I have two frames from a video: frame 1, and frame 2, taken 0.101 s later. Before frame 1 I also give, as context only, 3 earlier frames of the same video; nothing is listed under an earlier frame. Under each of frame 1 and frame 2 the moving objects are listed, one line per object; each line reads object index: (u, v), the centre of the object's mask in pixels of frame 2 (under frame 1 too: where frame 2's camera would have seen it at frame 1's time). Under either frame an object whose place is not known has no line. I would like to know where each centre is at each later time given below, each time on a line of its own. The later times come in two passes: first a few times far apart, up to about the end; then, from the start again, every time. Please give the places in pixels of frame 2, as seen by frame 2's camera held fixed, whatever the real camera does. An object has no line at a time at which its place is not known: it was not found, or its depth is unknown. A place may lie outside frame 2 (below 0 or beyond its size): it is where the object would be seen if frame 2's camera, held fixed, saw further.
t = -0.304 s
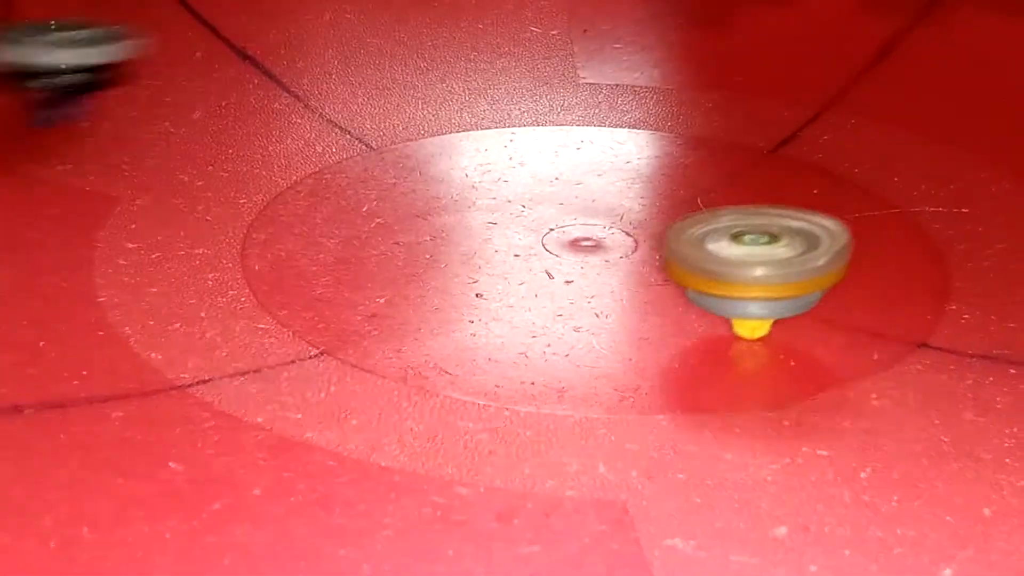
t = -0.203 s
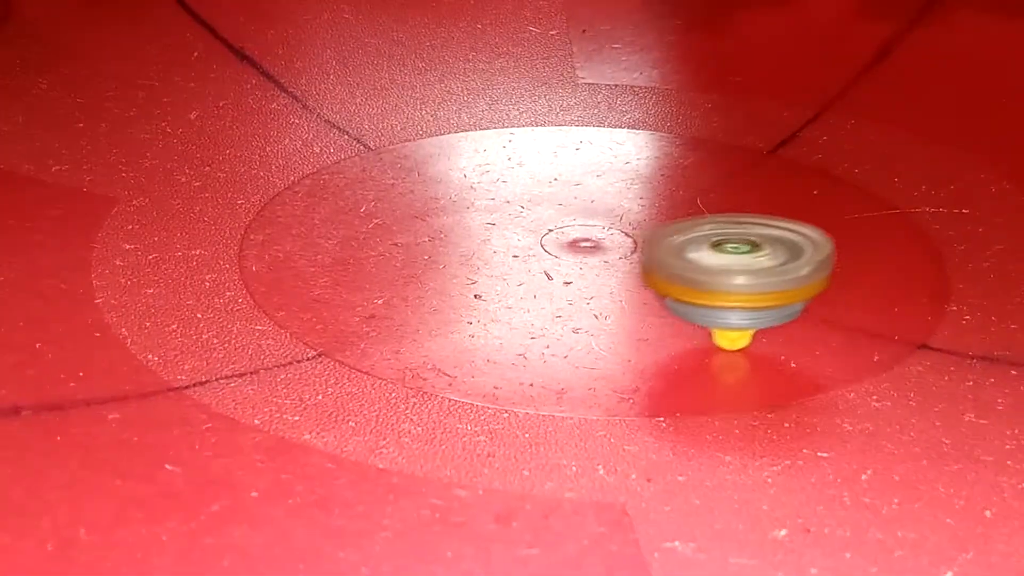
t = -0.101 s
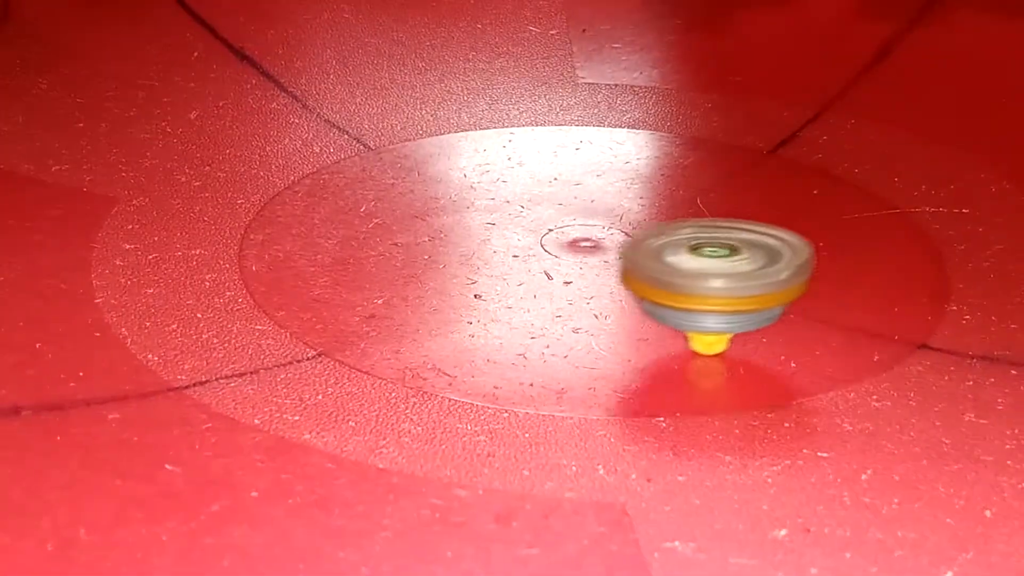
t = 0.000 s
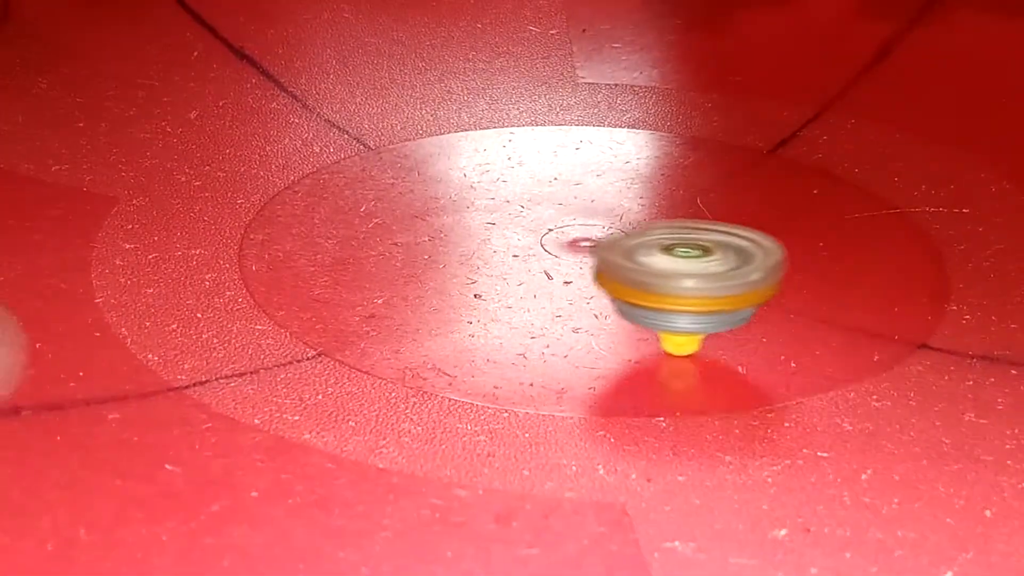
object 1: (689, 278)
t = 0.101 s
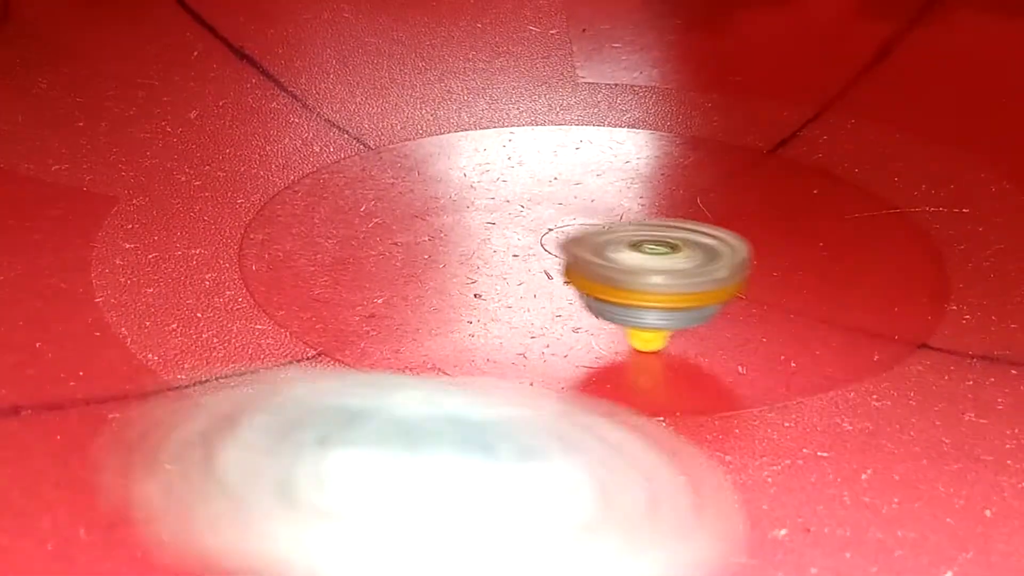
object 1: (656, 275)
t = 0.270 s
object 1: (593, 262)
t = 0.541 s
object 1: (510, 230)
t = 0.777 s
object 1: (474, 191)
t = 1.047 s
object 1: (468, 152)
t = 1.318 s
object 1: (500, 124)
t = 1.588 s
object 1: (549, 109)
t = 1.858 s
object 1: (606, 105)
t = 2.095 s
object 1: (656, 116)
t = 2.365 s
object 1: (702, 137)
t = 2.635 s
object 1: (725, 167)
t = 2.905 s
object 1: (706, 198)
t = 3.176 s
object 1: (640, 223)
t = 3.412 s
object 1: (555, 230)
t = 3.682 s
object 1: (466, 216)
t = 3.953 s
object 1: (416, 185)
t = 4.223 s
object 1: (403, 158)
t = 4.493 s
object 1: (436, 137)
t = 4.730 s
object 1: (484, 129)
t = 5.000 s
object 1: (557, 132)
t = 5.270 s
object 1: (628, 147)
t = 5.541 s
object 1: (681, 169)
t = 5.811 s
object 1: (696, 195)
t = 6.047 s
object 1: (673, 219)
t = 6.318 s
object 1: (608, 233)
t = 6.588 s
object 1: (530, 229)
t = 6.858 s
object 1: (496, 198)
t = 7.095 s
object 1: (491, 177)
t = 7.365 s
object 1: (526, 157)
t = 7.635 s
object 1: (582, 145)
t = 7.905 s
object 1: (601, 153)
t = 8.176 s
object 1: (620, 164)
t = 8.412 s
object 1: (643, 174)
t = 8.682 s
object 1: (687, 191)
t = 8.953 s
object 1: (707, 215)
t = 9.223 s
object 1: (687, 232)
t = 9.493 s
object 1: (638, 235)
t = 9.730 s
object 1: (594, 224)
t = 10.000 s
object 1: (580, 227)
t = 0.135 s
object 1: (645, 274)
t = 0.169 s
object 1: (632, 272)
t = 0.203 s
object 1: (618, 269)
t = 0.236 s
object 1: (606, 265)
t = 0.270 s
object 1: (593, 262)
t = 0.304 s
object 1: (583, 260)
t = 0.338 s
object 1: (573, 257)
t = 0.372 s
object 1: (561, 252)
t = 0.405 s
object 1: (549, 249)
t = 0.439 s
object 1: (538, 244)
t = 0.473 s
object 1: (527, 239)
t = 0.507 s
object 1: (518, 235)
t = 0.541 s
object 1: (510, 230)
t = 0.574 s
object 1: (501, 224)
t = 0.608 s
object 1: (494, 218)
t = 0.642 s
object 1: (488, 214)
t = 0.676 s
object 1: (483, 209)
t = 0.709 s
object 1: (482, 202)
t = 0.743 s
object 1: (477, 196)
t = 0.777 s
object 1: (474, 191)
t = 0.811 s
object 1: (469, 188)
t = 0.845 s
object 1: (470, 179)
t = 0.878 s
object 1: (468, 174)
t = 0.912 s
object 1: (468, 170)
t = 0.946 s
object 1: (467, 166)
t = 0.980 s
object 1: (467, 161)
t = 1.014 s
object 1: (467, 157)
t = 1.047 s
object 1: (468, 152)
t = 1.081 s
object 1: (472, 149)
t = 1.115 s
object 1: (475, 145)
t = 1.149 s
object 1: (479, 141)
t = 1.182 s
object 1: (482, 137)
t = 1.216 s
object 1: (486, 133)
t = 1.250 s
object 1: (491, 130)
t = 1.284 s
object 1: (496, 127)
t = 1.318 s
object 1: (500, 124)
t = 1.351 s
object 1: (506, 121)
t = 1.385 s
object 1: (511, 119)
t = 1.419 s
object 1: (517, 116)
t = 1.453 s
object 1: (522, 114)
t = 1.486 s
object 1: (528, 112)
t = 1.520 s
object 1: (536, 111)
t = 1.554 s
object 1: (543, 110)
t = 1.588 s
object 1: (549, 109)
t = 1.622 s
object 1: (556, 107)
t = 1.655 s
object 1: (563, 106)
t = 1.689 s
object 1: (569, 106)
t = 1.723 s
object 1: (575, 106)
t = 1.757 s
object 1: (583, 105)
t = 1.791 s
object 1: (591, 105)
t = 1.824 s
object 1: (599, 105)
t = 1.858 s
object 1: (606, 105)
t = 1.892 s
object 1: (614, 106)
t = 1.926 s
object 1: (622, 107)
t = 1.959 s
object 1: (630, 108)
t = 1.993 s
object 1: (636, 110)
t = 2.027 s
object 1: (643, 111)
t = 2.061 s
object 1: (650, 113)
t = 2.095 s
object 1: (656, 116)
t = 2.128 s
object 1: (663, 118)
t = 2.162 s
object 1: (669, 120)
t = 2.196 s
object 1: (676, 123)
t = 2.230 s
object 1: (682, 125)
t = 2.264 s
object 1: (687, 128)
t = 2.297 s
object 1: (692, 131)
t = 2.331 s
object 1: (697, 134)
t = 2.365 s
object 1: (702, 137)
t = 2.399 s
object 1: (707, 141)
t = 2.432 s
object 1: (711, 144)
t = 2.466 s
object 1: (714, 148)
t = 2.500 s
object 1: (717, 151)
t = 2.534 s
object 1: (720, 155)
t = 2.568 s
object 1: (722, 159)
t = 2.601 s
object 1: (724, 163)
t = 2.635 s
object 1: (725, 167)
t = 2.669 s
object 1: (725, 171)
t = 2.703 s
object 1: (725, 175)
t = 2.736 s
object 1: (723, 179)
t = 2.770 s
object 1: (722, 183)
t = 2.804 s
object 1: (720, 186)
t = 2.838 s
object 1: (716, 190)
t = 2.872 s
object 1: (712, 194)
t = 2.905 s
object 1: (706, 198)
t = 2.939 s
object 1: (699, 201)
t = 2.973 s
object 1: (693, 205)
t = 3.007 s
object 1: (686, 209)
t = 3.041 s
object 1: (678, 212)
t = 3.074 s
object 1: (670, 216)
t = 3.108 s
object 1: (660, 218)
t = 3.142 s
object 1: (650, 220)
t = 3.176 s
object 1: (640, 223)
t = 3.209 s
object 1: (629, 225)
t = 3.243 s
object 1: (617, 226)
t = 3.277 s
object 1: (606, 227)
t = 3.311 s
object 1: (594, 228)
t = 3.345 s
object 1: (581, 229)
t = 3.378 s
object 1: (568, 230)
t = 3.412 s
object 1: (555, 230)
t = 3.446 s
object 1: (542, 229)
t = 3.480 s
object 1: (530, 229)
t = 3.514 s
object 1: (519, 227)
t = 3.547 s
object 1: (507, 225)
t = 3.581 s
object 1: (496, 223)
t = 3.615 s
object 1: (485, 221)
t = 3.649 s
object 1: (475, 220)
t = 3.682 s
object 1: (466, 216)
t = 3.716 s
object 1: (456, 214)
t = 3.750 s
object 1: (449, 210)
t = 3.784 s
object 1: (442, 206)
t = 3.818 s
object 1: (435, 202)
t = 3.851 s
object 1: (429, 196)
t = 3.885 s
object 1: (424, 194)
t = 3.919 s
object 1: (420, 189)
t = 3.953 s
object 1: (416, 185)
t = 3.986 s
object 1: (412, 181)
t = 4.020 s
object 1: (409, 178)
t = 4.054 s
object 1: (407, 174)
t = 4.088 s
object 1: (405, 171)
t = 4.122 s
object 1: (404, 167)
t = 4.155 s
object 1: (403, 164)
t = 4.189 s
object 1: (403, 161)
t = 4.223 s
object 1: (403, 158)
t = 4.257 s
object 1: (406, 155)
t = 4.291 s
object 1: (409, 153)
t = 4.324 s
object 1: (412, 149)
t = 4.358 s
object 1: (415, 146)
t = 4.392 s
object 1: (420, 144)
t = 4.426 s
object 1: (425, 142)
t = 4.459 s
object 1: (430, 140)
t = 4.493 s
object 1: (436, 137)
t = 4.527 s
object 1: (441, 136)
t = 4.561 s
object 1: (448, 134)
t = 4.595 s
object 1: (454, 133)
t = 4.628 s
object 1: (461, 132)
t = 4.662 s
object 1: (468, 131)
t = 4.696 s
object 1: (475, 130)
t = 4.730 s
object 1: (484, 129)
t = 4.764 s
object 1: (492, 129)
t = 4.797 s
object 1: (501, 129)
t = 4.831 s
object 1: (510, 129)
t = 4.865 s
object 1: (520, 128)
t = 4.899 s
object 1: (530, 129)
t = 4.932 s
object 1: (537, 131)
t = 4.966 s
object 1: (546, 130)
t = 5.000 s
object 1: (557, 132)
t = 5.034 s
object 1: (566, 133)
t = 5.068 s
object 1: (575, 135)
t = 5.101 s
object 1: (584, 138)
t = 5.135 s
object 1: (593, 139)
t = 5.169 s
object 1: (602, 142)
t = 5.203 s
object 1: (612, 143)
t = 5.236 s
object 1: (620, 145)
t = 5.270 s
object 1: (628, 147)
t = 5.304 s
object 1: (636, 149)
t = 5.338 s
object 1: (643, 151)
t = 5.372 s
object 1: (651, 154)
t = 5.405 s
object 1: (658, 157)
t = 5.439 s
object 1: (664, 160)
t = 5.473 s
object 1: (670, 163)
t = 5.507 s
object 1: (676, 166)
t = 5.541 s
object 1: (681, 169)
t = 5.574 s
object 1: (686, 172)
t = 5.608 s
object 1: (690, 175)
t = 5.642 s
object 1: (692, 178)
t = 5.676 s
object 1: (693, 181)
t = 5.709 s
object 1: (695, 184)
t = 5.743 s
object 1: (697, 188)
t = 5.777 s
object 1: (697, 192)
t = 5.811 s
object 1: (696, 195)
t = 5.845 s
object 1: (695, 199)
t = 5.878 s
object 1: (693, 203)
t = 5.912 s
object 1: (690, 206)
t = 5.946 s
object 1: (687, 210)
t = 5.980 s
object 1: (683, 213)
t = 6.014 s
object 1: (678, 216)
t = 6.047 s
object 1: (673, 219)
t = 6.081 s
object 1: (666, 222)
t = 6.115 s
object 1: (660, 225)
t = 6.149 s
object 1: (653, 227)
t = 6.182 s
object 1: (645, 228)
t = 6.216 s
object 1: (637, 230)
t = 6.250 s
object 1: (628, 231)
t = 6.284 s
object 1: (618, 232)
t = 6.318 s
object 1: (608, 233)
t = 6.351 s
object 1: (597, 234)
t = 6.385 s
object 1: (588, 234)
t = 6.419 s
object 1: (578, 234)
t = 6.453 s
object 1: (568, 234)
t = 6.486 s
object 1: (557, 233)
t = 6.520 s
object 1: (547, 232)
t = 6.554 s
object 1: (538, 231)
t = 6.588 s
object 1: (530, 229)
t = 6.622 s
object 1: (521, 226)
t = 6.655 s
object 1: (514, 224)
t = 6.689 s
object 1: (506, 220)
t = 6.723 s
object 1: (499, 218)
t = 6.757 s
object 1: (493, 214)
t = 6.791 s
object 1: (494, 211)
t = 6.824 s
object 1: (497, 206)
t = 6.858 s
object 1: (496, 198)
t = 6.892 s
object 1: (492, 191)
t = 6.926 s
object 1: (488, 189)
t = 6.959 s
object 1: (486, 189)
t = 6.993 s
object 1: (487, 188)
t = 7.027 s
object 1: (487, 183)
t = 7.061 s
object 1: (489, 180)
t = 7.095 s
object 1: (491, 177)
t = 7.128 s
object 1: (493, 174)
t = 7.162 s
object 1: (497, 171)
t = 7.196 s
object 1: (500, 168)
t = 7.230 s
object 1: (505, 166)
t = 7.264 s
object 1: (509, 163)
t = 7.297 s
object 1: (514, 161)
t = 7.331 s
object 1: (520, 158)
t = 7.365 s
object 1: (526, 157)
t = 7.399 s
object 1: (532, 155)
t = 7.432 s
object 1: (538, 152)
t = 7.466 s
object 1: (545, 151)
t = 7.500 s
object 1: (552, 149)
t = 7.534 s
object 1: (559, 148)
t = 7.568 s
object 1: (566, 147)
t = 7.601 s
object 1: (574, 145)
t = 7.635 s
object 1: (582, 145)
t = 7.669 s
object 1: (586, 145)
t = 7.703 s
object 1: (583, 147)
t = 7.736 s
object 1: (586, 148)
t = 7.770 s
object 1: (589, 149)
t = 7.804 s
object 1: (592, 148)
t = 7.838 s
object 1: (594, 149)
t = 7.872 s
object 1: (598, 151)
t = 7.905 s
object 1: (601, 153)
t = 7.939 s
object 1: (604, 154)
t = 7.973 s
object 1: (606, 155)
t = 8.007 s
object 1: (611, 157)
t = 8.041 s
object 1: (613, 159)
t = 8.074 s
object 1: (615, 160)
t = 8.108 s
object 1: (617, 162)
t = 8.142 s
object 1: (619, 163)
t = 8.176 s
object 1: (620, 164)
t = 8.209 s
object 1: (622, 166)
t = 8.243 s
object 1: (623, 167)
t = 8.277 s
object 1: (624, 168)
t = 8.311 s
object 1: (625, 169)
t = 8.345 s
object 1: (627, 170)
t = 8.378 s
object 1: (636, 172)
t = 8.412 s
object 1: (643, 174)
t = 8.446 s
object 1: (648, 176)
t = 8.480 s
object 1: (654, 177)
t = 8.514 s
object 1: (659, 180)
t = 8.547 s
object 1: (663, 182)
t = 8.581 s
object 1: (667, 183)
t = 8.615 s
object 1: (675, 186)
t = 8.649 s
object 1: (682, 188)
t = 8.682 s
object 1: (687, 191)
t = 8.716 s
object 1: (693, 195)
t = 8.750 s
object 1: (696, 198)
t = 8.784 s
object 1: (699, 201)
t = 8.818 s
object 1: (702, 203)
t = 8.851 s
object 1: (705, 207)
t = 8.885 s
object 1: (707, 209)
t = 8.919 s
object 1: (707, 212)
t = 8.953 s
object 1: (707, 215)
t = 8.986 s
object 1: (707, 218)
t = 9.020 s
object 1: (706, 220)
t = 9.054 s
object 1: (704, 223)
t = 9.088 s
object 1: (702, 225)
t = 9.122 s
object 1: (699, 227)
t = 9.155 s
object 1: (696, 229)
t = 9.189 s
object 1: (692, 231)
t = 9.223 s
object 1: (687, 232)
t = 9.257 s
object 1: (682, 233)
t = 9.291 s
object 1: (677, 234)
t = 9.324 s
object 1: (671, 235)
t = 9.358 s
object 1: (665, 235)
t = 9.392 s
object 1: (658, 235)
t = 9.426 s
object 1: (651, 235)
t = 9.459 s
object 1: (645, 235)
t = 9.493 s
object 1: (638, 235)
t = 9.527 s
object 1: (631, 234)
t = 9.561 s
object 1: (623, 232)
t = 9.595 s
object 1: (617, 230)
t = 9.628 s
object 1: (611, 229)
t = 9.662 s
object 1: (604, 227)
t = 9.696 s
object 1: (598, 225)
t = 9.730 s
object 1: (594, 224)
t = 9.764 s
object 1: (594, 226)
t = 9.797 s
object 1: (591, 227)
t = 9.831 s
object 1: (589, 228)
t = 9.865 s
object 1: (587, 228)
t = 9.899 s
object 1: (585, 229)
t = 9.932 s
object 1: (584, 230)
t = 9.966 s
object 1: (582, 229)
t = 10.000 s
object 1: (580, 227)
